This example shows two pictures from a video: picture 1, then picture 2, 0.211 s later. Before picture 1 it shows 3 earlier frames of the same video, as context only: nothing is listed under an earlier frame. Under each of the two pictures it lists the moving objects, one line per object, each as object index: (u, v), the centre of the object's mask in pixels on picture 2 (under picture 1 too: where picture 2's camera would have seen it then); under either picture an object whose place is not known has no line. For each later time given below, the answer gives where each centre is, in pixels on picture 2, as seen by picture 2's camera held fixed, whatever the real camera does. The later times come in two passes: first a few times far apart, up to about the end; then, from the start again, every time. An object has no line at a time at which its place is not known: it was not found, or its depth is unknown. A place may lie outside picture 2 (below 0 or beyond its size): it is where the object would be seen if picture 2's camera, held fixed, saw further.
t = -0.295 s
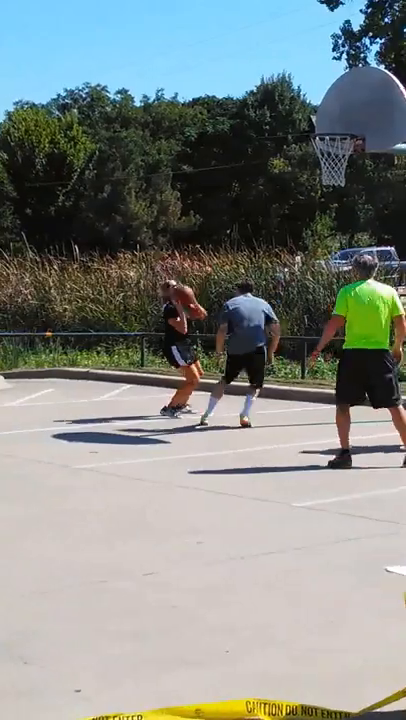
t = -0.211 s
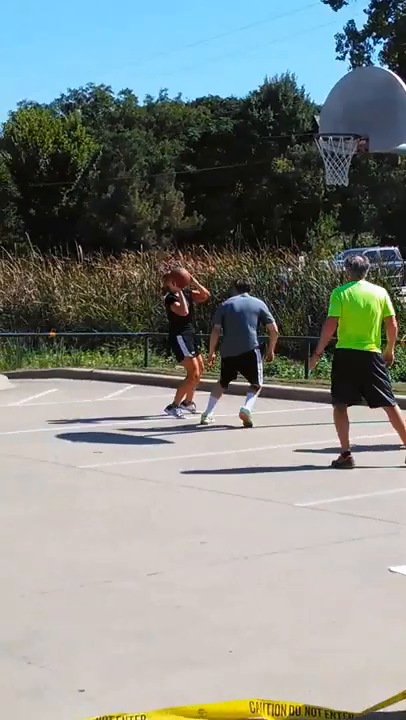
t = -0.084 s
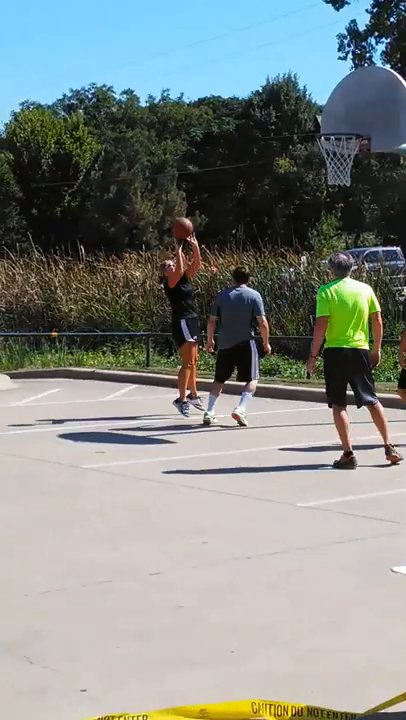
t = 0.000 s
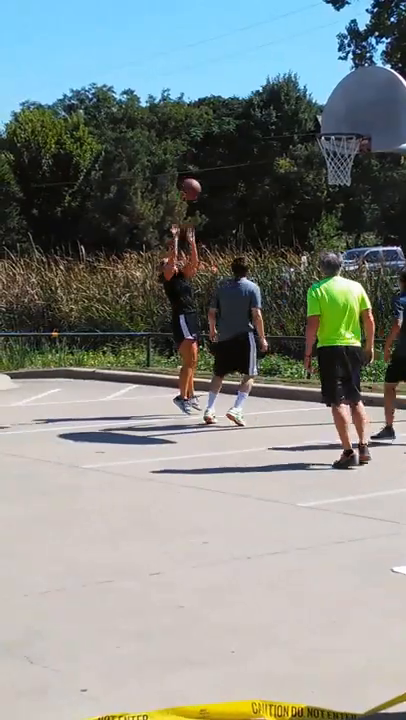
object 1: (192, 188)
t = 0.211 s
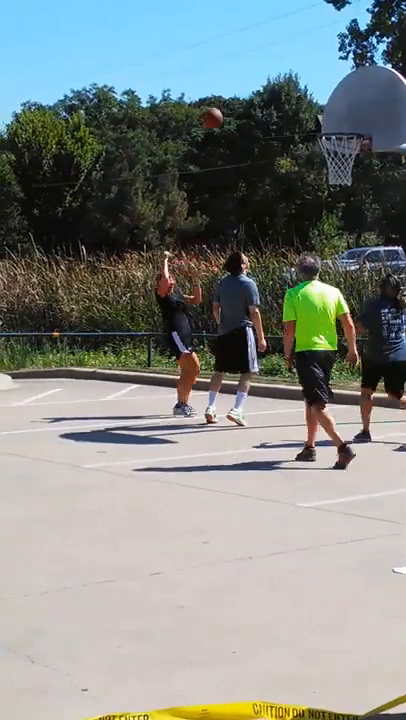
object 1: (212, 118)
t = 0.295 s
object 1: (220, 100)
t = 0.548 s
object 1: (246, 82)
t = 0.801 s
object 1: (273, 122)
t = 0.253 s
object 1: (216, 107)
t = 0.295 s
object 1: (220, 100)
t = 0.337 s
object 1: (224, 93)
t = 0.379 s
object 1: (229, 88)
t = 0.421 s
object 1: (233, 84)
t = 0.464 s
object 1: (237, 82)
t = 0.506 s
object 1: (242, 81)
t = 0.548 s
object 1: (246, 82)
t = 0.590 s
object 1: (251, 85)
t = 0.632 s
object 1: (255, 89)
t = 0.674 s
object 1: (260, 96)
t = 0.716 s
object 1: (265, 102)
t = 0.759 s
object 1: (269, 111)
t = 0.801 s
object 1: (273, 122)
